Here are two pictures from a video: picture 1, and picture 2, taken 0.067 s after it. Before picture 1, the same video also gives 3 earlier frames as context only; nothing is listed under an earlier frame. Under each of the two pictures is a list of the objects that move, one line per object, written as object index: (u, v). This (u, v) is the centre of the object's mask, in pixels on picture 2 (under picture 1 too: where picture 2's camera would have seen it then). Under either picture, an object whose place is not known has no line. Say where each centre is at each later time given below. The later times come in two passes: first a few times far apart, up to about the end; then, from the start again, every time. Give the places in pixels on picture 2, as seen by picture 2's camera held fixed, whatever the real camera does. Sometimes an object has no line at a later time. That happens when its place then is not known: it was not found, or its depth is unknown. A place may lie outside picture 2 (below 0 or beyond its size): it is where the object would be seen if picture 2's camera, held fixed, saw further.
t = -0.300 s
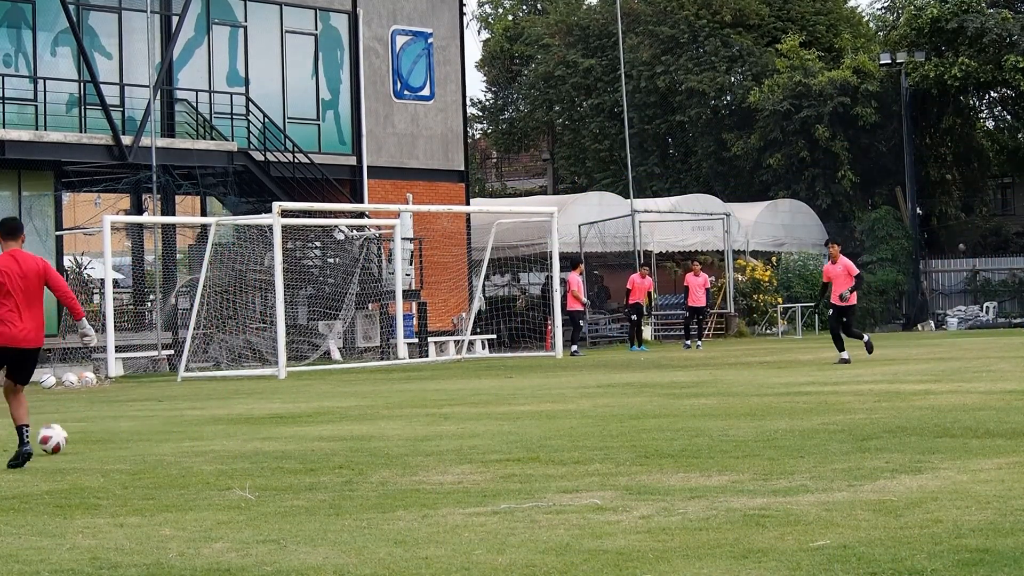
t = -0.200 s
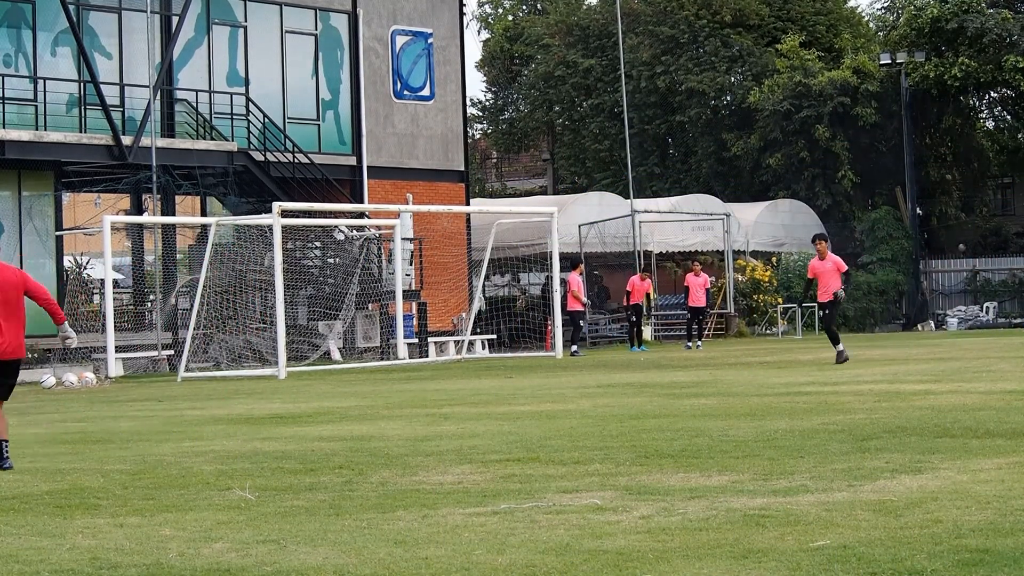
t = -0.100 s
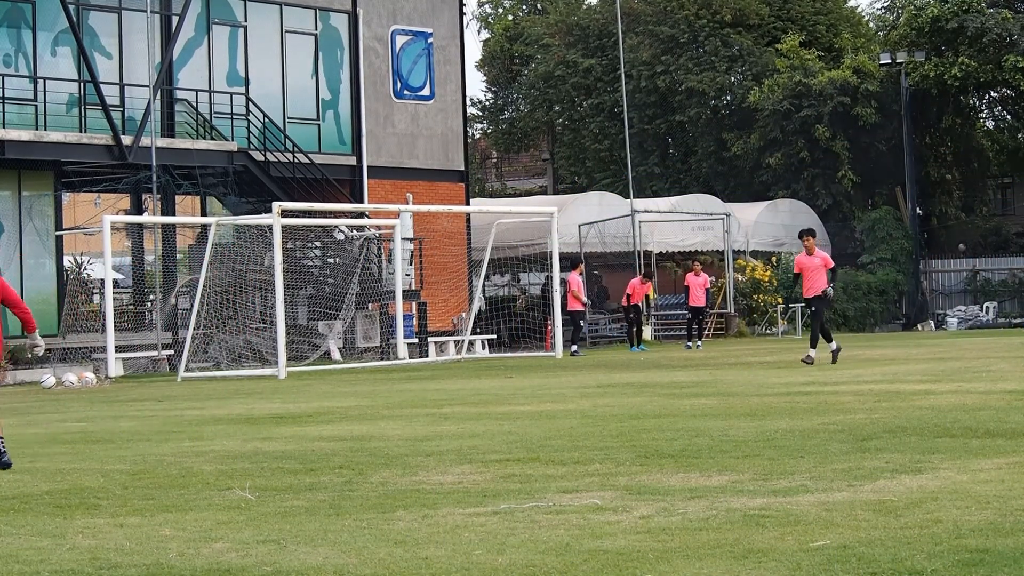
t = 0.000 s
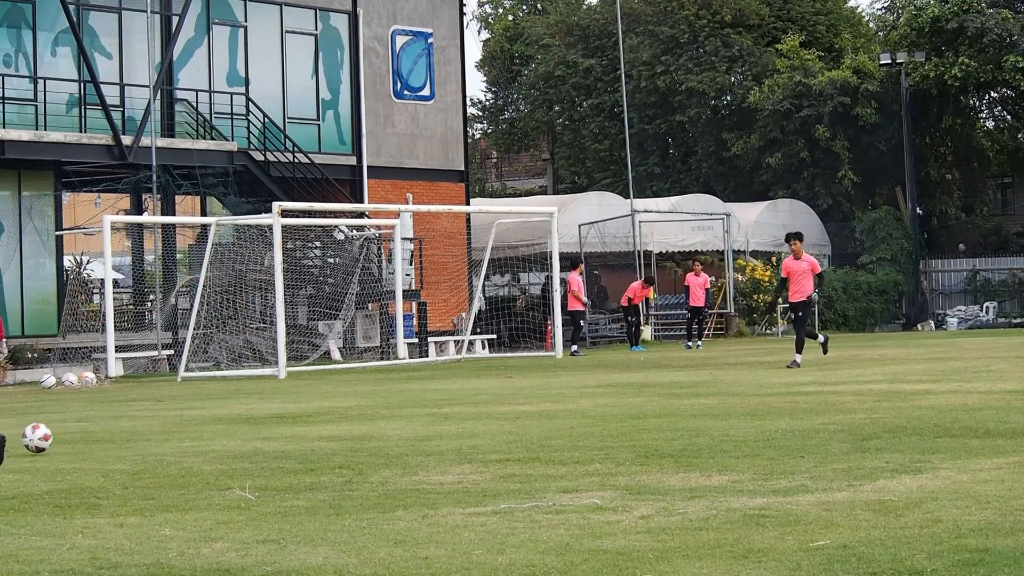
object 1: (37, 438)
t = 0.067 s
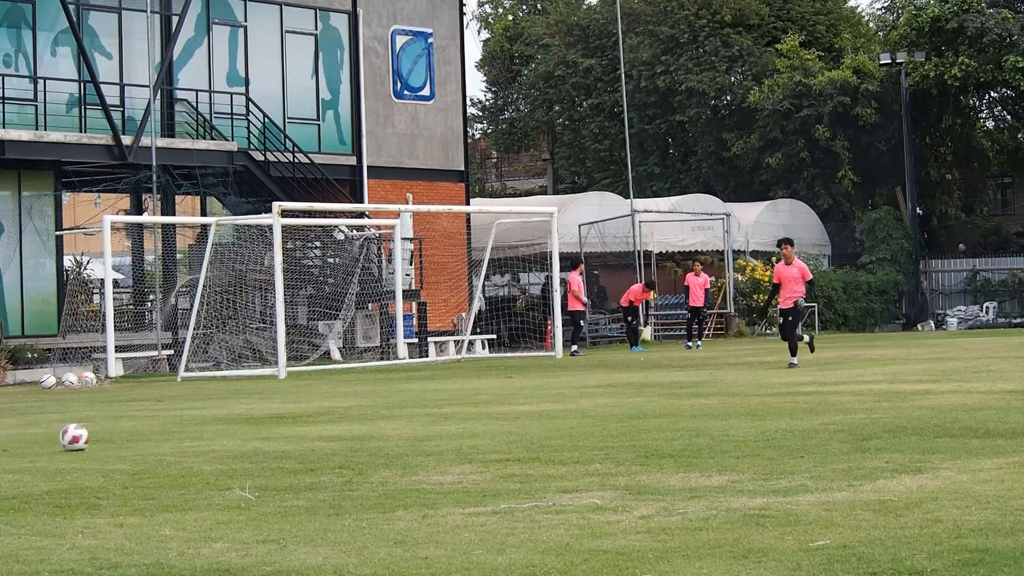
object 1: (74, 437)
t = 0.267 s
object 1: (157, 428)
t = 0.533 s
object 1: (230, 420)
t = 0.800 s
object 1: (281, 416)
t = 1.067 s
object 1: (324, 411)
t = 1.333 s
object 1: (362, 406)
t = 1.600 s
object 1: (394, 403)
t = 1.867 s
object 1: (422, 399)
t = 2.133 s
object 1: (446, 395)
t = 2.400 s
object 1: (467, 393)
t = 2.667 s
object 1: (484, 392)
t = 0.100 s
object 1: (90, 436)
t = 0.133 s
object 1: (104, 432)
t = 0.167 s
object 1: (118, 429)
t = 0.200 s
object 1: (131, 428)
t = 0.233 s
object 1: (145, 428)
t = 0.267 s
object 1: (157, 428)
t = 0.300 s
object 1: (168, 426)
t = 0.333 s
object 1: (179, 424)
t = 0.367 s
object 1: (189, 423)
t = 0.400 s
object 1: (199, 424)
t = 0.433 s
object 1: (208, 423)
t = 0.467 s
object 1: (216, 421)
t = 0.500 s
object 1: (223, 420)
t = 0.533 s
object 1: (230, 420)
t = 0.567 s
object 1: (237, 420)
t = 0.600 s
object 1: (244, 419)
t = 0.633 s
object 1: (251, 418)
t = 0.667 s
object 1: (257, 417)
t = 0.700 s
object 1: (263, 417)
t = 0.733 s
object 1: (269, 416)
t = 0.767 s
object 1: (274, 416)
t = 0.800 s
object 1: (281, 416)
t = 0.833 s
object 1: (287, 415)
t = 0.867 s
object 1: (292, 414)
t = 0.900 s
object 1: (298, 413)
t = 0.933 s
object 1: (303, 413)
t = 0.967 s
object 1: (308, 412)
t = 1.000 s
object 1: (314, 412)
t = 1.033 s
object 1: (319, 412)
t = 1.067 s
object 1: (324, 411)
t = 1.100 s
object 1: (329, 410)
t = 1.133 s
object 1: (334, 409)
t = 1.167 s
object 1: (339, 408)
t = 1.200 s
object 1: (344, 408)
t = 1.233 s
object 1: (348, 407)
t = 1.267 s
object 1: (353, 407)
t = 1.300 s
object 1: (358, 406)
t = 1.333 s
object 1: (362, 406)
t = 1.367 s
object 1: (366, 406)
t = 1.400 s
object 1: (371, 405)
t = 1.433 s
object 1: (374, 405)
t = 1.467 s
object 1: (378, 404)
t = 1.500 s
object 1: (382, 403)
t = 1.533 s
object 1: (386, 403)
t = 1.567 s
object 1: (390, 404)
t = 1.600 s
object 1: (394, 403)
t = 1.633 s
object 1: (397, 403)
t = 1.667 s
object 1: (401, 402)
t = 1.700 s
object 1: (405, 402)
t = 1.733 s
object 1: (409, 402)
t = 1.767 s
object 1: (412, 401)
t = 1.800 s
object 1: (415, 400)
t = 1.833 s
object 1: (418, 400)
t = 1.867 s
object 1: (422, 399)
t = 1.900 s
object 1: (425, 399)
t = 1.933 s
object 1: (428, 399)
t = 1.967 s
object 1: (432, 398)
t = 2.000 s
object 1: (435, 397)
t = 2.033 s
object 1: (438, 397)
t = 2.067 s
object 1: (441, 397)
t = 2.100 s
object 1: (444, 396)
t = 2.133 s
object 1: (446, 395)
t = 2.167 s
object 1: (449, 395)
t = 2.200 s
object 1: (451, 396)
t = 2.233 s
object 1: (454, 395)
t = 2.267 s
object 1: (457, 395)
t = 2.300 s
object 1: (459, 394)
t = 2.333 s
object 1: (462, 394)
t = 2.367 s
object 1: (464, 394)
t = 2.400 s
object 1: (467, 393)
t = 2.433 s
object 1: (469, 393)
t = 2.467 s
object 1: (471, 393)
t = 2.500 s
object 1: (474, 393)
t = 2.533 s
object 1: (476, 392)
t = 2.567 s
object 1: (478, 393)
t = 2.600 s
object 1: (480, 392)
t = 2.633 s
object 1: (482, 392)
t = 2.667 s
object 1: (484, 392)
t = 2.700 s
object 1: (485, 391)
